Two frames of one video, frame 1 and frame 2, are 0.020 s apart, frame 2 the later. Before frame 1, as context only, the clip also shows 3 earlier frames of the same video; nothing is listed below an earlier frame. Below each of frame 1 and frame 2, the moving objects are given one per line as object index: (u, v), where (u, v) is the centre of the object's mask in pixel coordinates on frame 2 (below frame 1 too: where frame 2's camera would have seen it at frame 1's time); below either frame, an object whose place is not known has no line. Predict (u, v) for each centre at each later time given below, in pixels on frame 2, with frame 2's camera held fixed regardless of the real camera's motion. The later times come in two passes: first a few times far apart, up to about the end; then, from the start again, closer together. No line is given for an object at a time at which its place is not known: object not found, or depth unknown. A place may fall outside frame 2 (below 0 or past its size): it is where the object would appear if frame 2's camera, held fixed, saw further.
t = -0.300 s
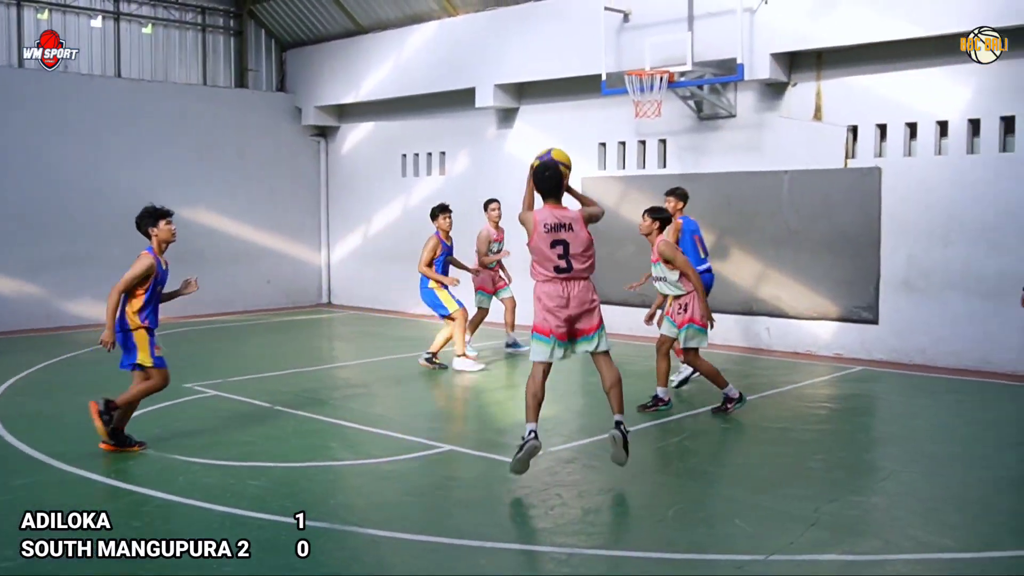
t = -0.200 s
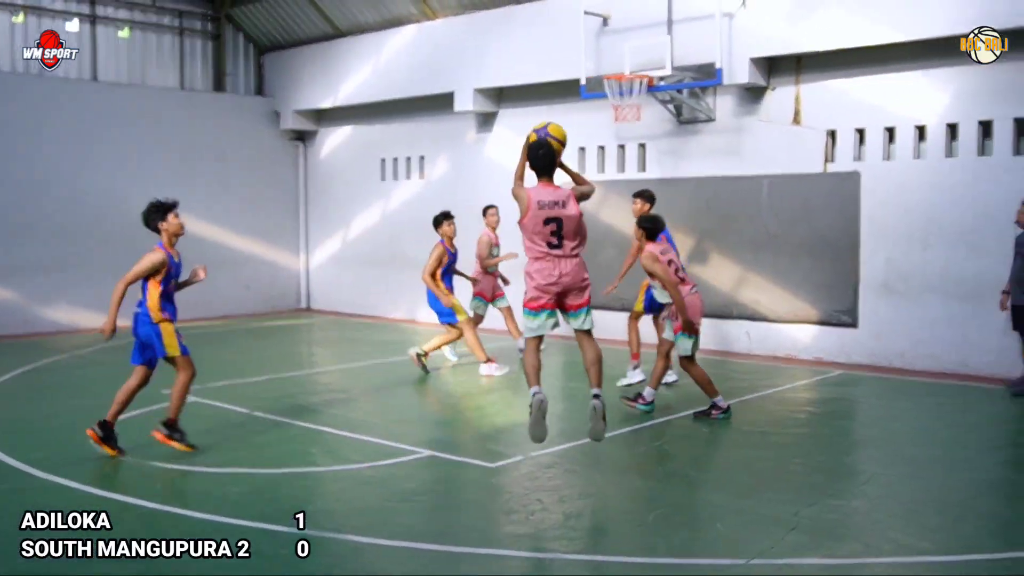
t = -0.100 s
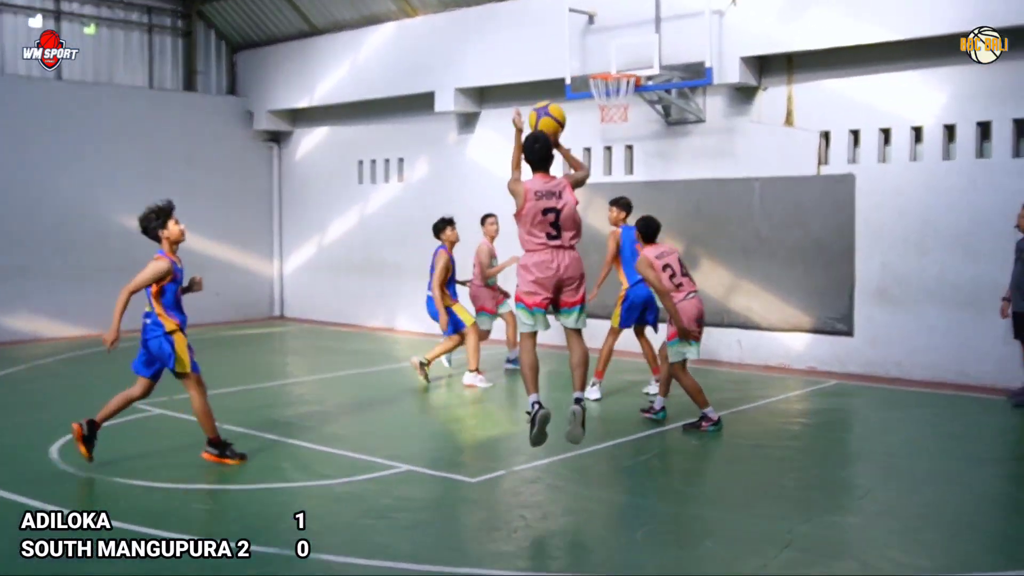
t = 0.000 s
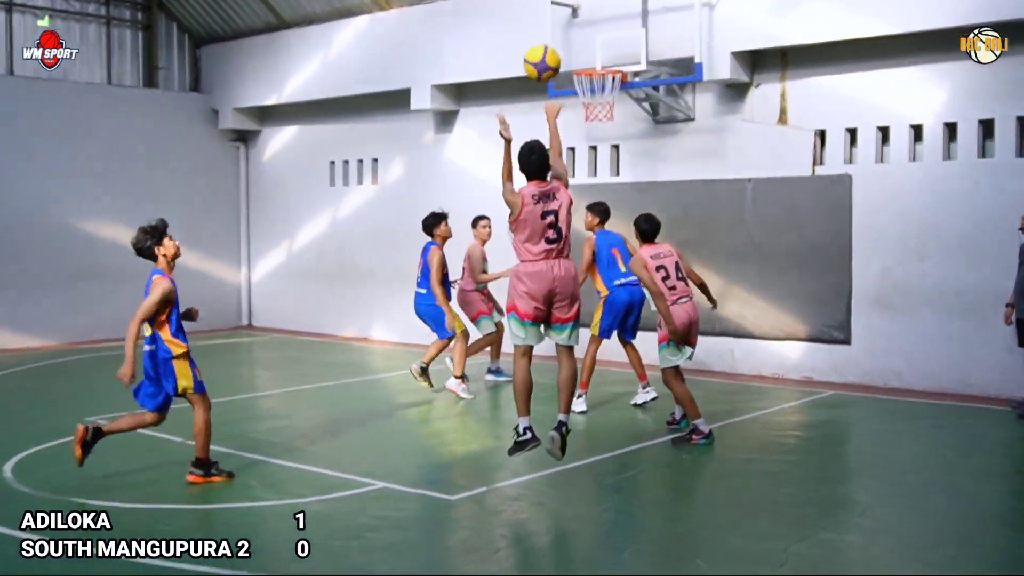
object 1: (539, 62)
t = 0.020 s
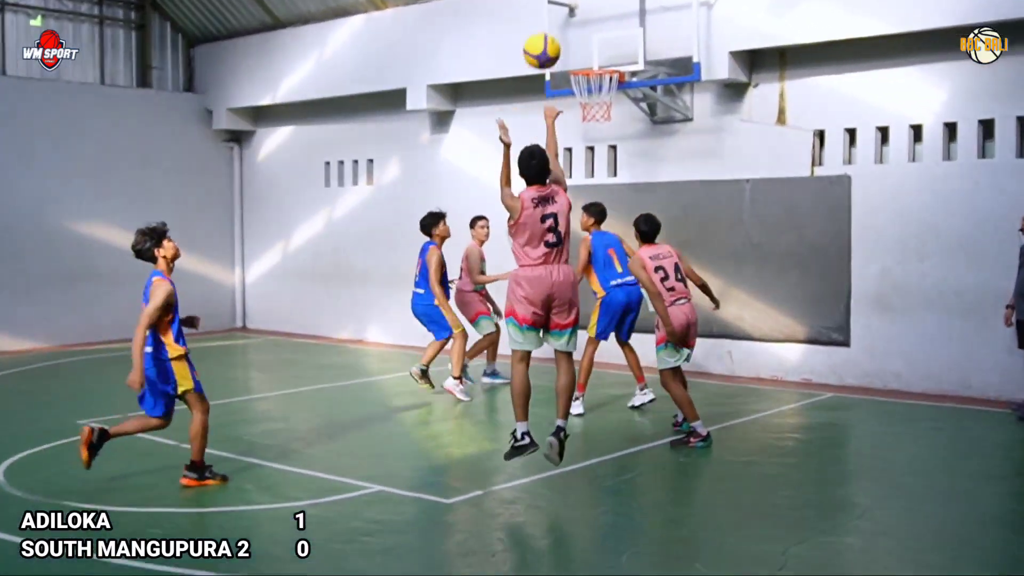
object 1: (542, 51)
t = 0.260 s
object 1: (571, -13)
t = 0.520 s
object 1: (595, -10)
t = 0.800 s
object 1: (602, 56)
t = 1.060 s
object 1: (548, 67)
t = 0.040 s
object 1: (545, 40)
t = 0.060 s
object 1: (547, 30)
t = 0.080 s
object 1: (550, 20)
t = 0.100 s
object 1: (552, 13)
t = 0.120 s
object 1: (555, 8)
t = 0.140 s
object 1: (557, 3)
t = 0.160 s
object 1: (560, 0)
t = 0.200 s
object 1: (564, -6)
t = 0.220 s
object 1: (566, -8)
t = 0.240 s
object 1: (569, -10)
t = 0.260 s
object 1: (571, -13)
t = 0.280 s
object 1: (573, -14)
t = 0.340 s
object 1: (579, -17)
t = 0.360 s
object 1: (581, -18)
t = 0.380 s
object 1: (583, -18)
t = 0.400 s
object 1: (585, -19)
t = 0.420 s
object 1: (587, -19)
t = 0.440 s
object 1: (588, -19)
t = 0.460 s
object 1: (590, -18)
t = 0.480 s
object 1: (592, -17)
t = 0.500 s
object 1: (593, -14)
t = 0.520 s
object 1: (595, -10)
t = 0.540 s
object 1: (596, -5)
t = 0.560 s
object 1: (598, -1)
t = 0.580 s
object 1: (599, 4)
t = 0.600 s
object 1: (600, 9)
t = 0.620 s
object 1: (602, 15)
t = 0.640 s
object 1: (604, 21)
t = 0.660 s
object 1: (605, 27)
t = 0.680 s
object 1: (606, 34)
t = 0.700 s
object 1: (608, 41)
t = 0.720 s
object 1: (609, 48)
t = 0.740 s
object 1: (610, 55)
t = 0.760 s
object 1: (611, 60)
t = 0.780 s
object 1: (607, 58)
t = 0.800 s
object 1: (602, 56)
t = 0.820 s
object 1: (598, 55)
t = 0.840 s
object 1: (594, 54)
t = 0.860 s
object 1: (589, 53)
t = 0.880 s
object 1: (585, 53)
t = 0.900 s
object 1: (581, 53)
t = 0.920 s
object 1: (576, 53)
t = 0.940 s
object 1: (572, 54)
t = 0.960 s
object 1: (568, 55)
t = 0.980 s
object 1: (564, 57)
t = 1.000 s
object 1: (560, 59)
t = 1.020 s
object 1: (556, 61)
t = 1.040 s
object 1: (552, 64)
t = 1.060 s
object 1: (548, 67)
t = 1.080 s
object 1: (544, 71)
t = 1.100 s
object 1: (540, 75)
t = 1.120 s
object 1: (536, 79)
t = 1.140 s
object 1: (532, 83)
